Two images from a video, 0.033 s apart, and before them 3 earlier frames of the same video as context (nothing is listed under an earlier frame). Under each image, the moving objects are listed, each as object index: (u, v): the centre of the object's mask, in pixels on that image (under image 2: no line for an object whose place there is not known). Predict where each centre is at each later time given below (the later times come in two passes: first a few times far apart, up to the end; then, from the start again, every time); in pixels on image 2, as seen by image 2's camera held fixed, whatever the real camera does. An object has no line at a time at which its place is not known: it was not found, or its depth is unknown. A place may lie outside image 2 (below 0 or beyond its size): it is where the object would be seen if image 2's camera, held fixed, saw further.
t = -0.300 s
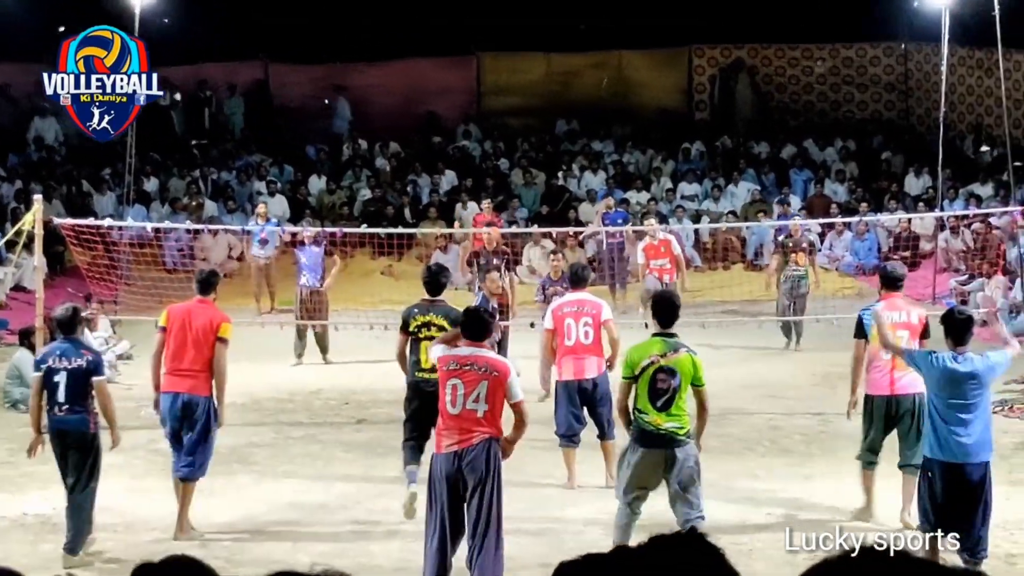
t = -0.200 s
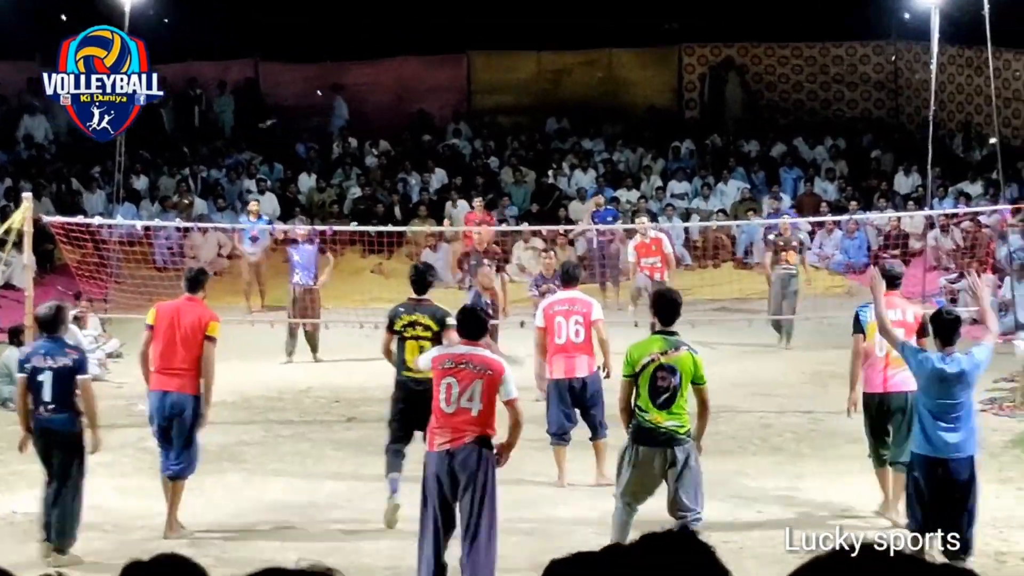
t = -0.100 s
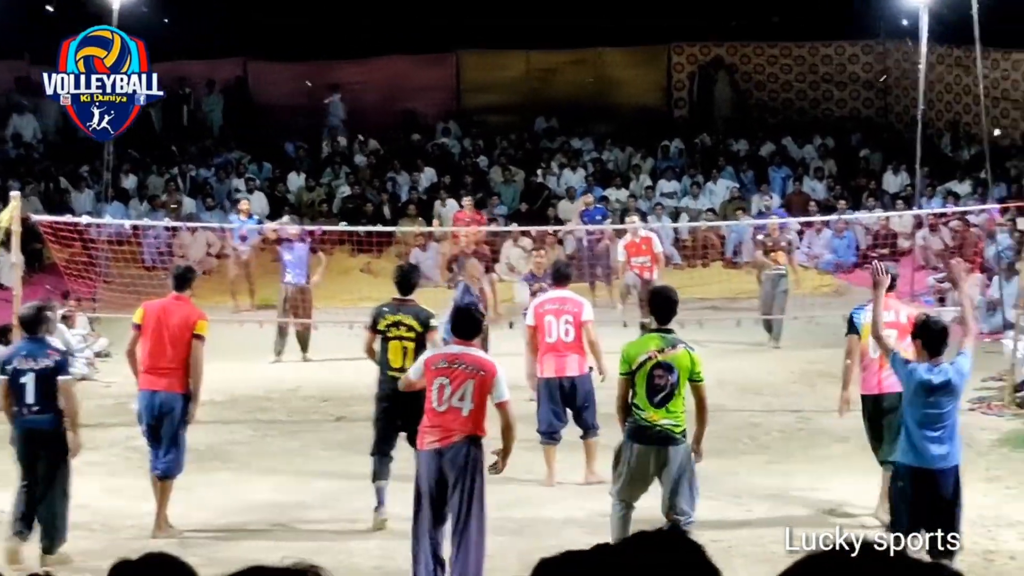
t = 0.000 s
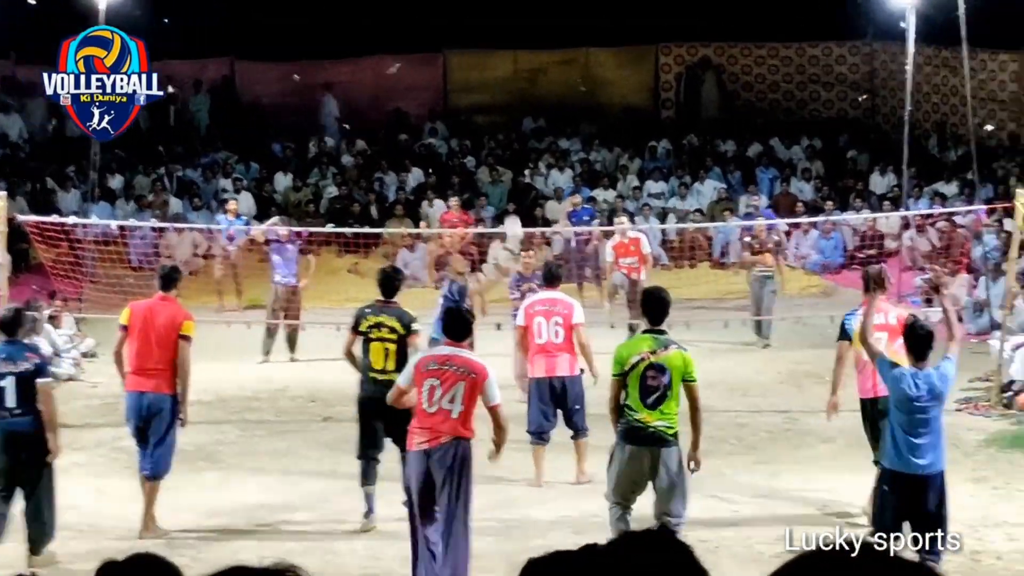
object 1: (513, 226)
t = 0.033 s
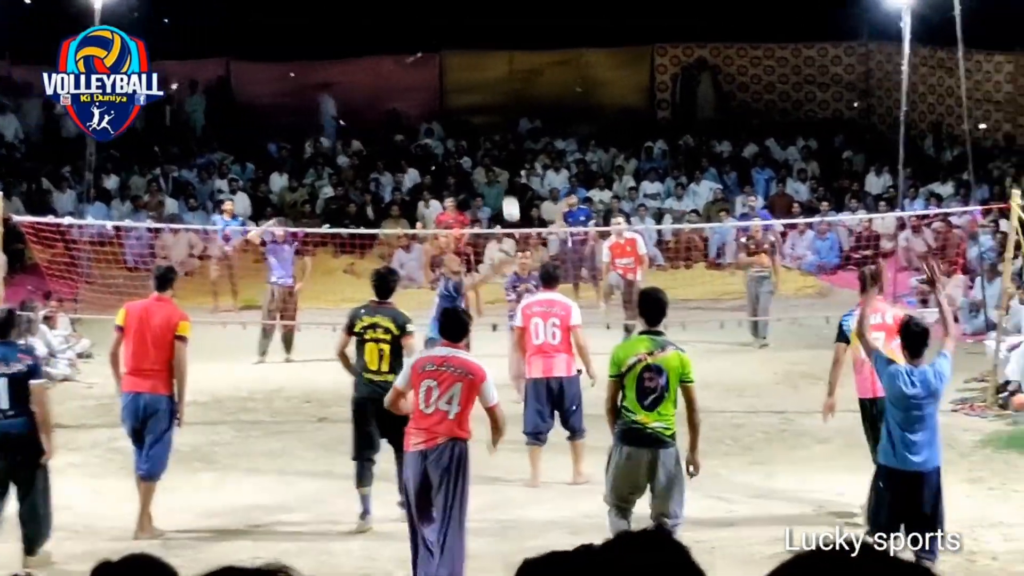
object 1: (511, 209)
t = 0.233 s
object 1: (516, 114)
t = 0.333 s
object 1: (519, 83)
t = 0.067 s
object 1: (512, 190)
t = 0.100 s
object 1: (513, 173)
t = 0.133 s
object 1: (513, 156)
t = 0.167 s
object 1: (514, 141)
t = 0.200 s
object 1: (515, 126)
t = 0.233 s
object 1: (516, 114)
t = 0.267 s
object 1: (516, 102)
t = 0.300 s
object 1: (517, 92)
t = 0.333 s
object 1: (519, 83)
